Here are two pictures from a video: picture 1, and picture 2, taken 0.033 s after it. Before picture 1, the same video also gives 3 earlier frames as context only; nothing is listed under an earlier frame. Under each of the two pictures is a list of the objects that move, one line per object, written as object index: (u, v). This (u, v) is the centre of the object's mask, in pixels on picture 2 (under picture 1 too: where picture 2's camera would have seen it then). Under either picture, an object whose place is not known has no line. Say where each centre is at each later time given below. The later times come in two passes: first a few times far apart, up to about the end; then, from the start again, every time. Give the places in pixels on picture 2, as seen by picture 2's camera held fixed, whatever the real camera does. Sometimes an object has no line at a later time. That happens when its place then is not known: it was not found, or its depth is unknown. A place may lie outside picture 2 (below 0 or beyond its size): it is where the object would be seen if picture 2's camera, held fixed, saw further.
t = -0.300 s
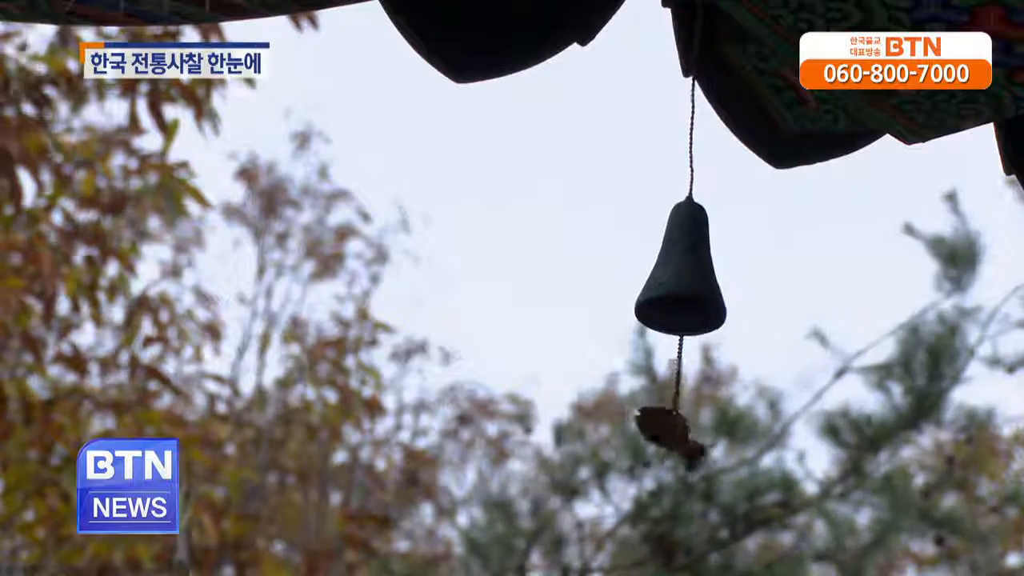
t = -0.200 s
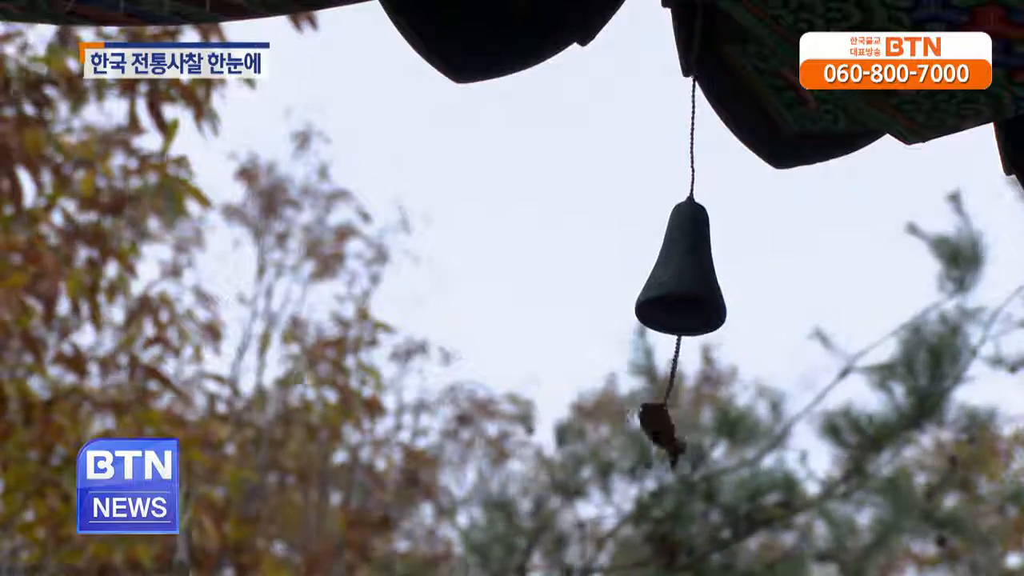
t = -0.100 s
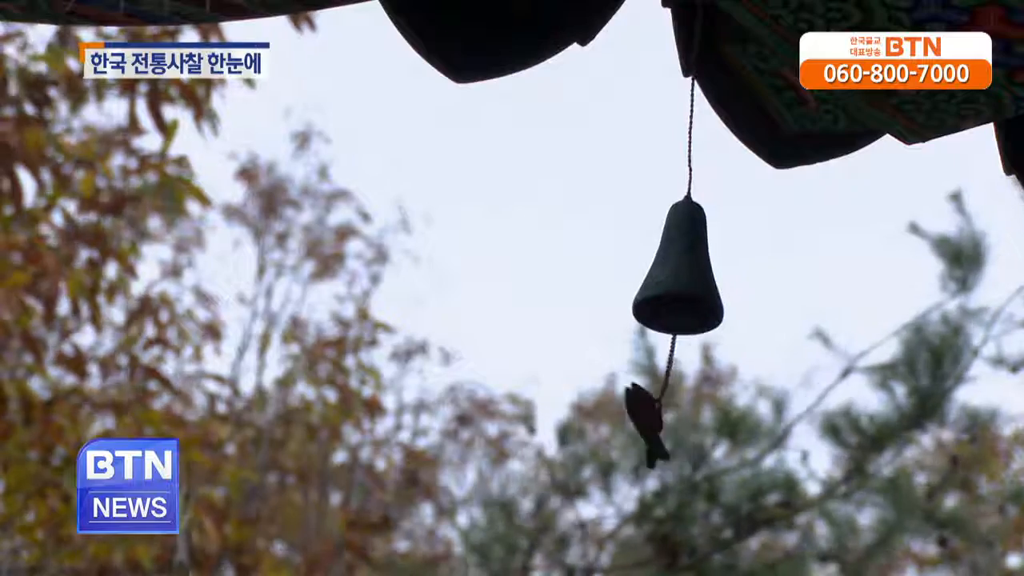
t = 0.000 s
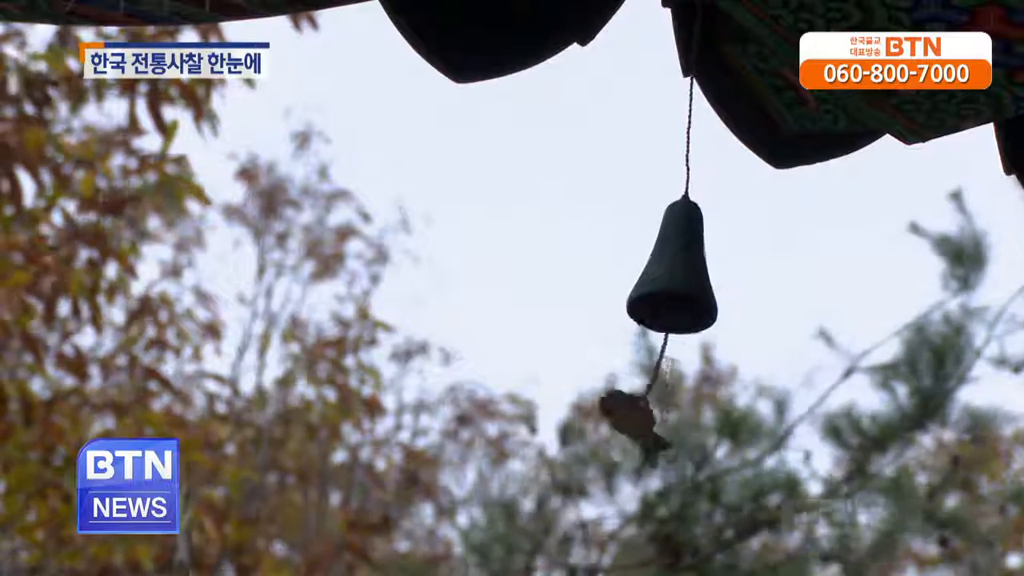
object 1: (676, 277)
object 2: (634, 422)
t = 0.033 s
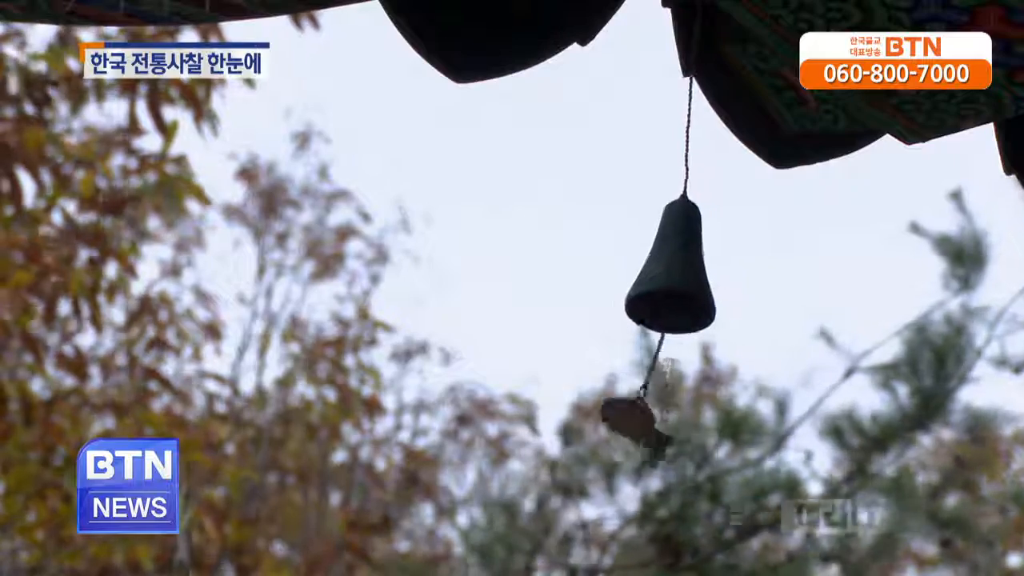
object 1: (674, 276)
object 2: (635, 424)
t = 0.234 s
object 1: (665, 274)
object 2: (683, 426)
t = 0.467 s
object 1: (671, 276)
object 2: (669, 427)
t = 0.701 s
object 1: (684, 278)
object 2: (628, 421)
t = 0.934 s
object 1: (679, 278)
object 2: (705, 431)
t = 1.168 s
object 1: (670, 276)
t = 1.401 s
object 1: (670, 274)
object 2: (614, 417)
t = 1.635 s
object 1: (675, 276)
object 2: (701, 424)
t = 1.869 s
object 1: (681, 278)
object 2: (674, 428)
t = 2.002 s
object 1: (681, 278)
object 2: (630, 422)
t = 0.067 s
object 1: (672, 276)
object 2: (640, 425)
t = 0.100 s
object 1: (670, 275)
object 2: (647, 426)
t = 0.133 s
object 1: (669, 275)
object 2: (656, 428)
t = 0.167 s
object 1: (667, 274)
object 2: (665, 429)
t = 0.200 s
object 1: (666, 274)
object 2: (676, 428)
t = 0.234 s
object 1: (665, 274)
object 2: (683, 426)
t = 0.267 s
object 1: (664, 274)
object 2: (688, 425)
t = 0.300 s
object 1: (664, 274)
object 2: (689, 425)
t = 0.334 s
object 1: (665, 274)
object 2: (692, 424)
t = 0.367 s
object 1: (666, 274)
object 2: (691, 424)
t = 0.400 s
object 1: (667, 275)
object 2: (687, 426)
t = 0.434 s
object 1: (669, 275)
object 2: (680, 427)
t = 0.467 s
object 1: (671, 276)
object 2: (669, 427)
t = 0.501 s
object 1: (673, 276)
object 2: (658, 426)
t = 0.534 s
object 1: (675, 277)
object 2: (647, 424)
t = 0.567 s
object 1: (677, 277)
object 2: (639, 422)
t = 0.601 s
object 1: (680, 277)
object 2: (632, 420)
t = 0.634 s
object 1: (681, 278)
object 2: (627, 420)
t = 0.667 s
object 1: (683, 278)
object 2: (626, 420)
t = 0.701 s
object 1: (684, 278)
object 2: (628, 421)
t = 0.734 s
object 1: (684, 278)
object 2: (633, 424)
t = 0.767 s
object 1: (684, 278)
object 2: (641, 428)
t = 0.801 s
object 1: (684, 278)
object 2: (654, 431)
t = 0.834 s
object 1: (683, 278)
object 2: (665, 431)
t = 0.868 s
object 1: (682, 278)
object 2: (680, 432)
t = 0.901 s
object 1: (681, 278)
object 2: (692, 433)
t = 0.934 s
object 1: (679, 278)
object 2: (705, 431)
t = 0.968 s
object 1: (677, 278)
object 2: (712, 430)
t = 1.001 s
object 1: (676, 277)
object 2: (717, 428)
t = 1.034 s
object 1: (674, 277)
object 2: (717, 426)
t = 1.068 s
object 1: (673, 277)
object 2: (712, 425)
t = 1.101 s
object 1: (671, 276)
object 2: (704, 424)
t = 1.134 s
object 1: (670, 276)
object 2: (689, 425)
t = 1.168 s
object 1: (670, 276)
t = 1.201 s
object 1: (669, 275)
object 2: (659, 422)
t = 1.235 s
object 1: (669, 275)
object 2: (640, 419)
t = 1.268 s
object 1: (669, 275)
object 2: (626, 415)
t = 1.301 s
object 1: (669, 275)
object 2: (617, 414)
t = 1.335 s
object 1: (669, 274)
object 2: (613, 414)
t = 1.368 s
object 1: (669, 274)
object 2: (612, 415)
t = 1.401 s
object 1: (670, 274)
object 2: (614, 417)
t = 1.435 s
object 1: (671, 274)
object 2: (620, 420)
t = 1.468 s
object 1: (671, 274)
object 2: (630, 423)
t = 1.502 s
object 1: (672, 275)
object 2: (646, 425)
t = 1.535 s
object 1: (672, 275)
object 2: (661, 426)
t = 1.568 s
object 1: (673, 275)
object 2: (676, 428)
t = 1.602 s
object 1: (674, 275)
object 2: (690, 426)
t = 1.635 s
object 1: (675, 276)
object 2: (701, 424)
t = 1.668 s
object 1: (676, 276)
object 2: (710, 425)
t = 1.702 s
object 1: (677, 277)
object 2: (714, 425)
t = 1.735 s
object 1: (678, 277)
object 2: (713, 426)
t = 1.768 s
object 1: (679, 277)
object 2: (707, 426)
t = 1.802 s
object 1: (680, 278)
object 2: (700, 427)
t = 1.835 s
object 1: (680, 278)
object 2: (689, 429)
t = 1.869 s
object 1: (681, 278)
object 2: (674, 428)
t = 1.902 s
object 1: (682, 278)
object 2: (659, 426)
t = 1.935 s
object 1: (682, 278)
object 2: (646, 424)
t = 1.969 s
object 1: (681, 278)
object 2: (636, 423)
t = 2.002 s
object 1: (681, 278)
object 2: (630, 422)
